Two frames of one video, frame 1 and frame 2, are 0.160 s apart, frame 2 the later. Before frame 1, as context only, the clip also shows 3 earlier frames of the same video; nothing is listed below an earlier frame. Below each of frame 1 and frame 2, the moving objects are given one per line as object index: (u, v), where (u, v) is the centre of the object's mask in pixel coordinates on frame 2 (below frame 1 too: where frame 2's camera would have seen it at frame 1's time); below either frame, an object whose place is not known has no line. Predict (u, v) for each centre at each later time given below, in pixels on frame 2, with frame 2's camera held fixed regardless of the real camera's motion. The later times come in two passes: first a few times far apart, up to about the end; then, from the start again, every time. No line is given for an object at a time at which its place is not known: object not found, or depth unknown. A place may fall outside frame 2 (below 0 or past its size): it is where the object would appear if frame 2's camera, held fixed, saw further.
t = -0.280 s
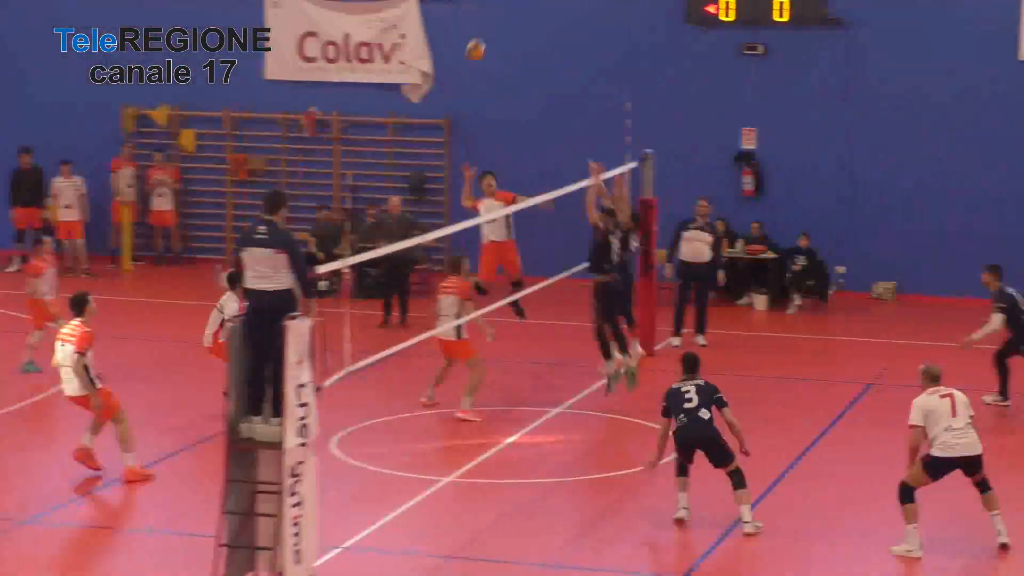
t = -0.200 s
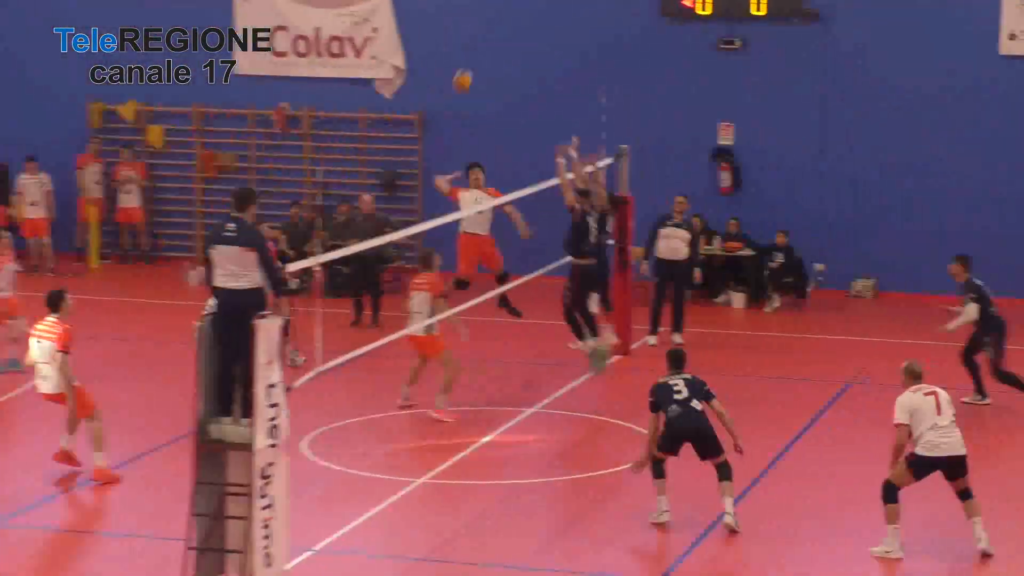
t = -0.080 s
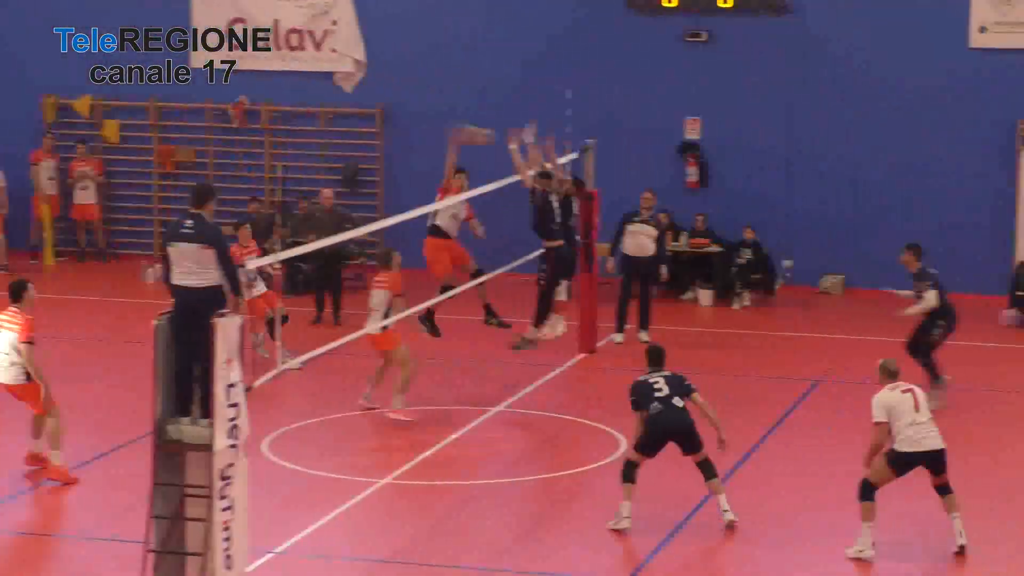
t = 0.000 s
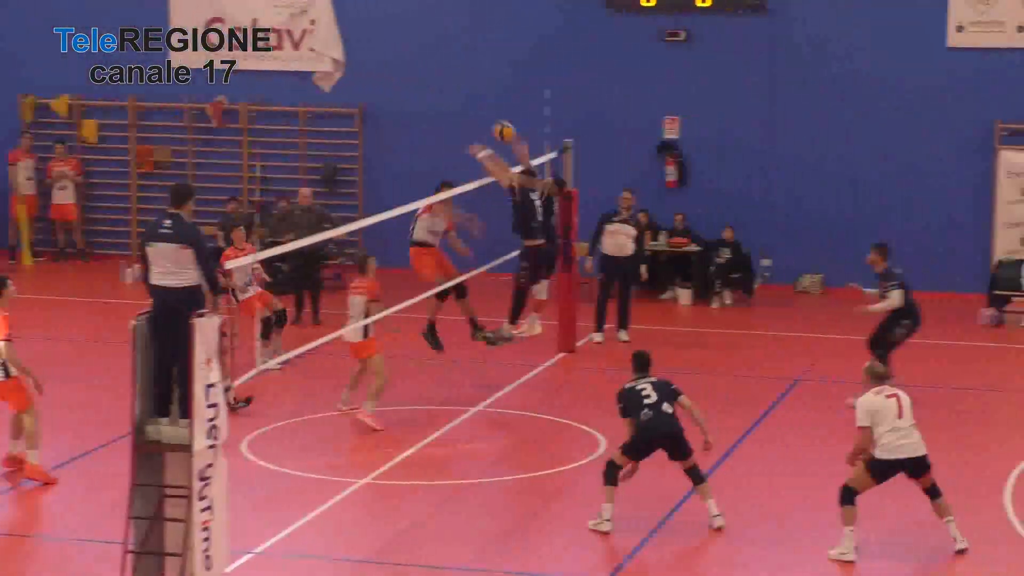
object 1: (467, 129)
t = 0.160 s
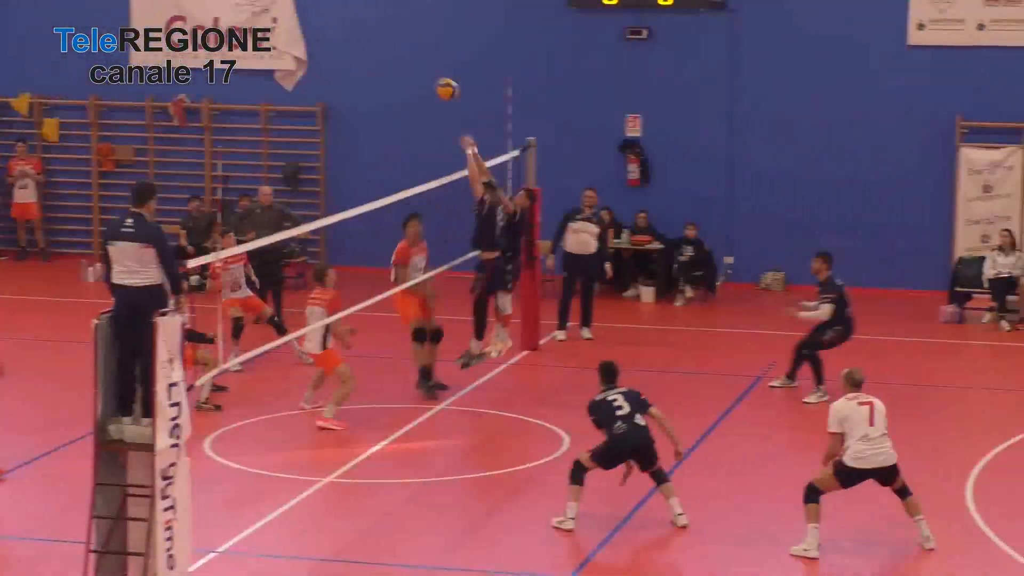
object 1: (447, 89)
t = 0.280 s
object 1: (431, 74)
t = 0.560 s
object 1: (397, 95)
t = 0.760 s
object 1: (377, 168)
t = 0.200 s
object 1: (441, 82)
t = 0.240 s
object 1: (437, 77)
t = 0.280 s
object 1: (431, 74)
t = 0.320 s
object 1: (426, 71)
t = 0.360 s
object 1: (421, 71)
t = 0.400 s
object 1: (416, 72)
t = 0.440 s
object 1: (411, 75)
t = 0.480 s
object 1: (406, 80)
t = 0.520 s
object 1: (402, 86)
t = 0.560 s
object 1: (397, 95)
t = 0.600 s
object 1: (393, 105)
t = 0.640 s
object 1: (389, 118)
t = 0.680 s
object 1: (384, 133)
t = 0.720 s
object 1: (381, 149)
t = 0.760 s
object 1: (377, 168)
